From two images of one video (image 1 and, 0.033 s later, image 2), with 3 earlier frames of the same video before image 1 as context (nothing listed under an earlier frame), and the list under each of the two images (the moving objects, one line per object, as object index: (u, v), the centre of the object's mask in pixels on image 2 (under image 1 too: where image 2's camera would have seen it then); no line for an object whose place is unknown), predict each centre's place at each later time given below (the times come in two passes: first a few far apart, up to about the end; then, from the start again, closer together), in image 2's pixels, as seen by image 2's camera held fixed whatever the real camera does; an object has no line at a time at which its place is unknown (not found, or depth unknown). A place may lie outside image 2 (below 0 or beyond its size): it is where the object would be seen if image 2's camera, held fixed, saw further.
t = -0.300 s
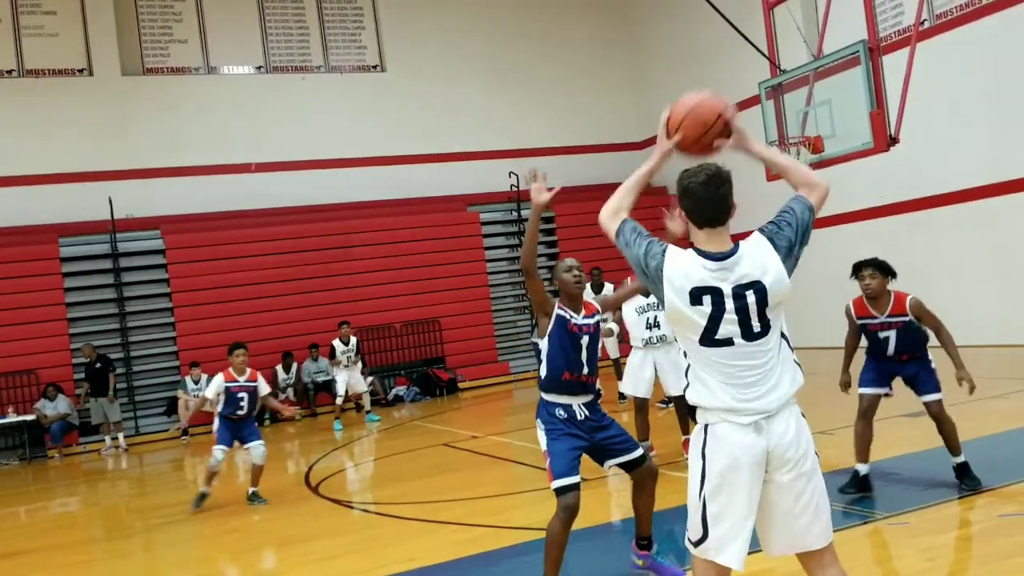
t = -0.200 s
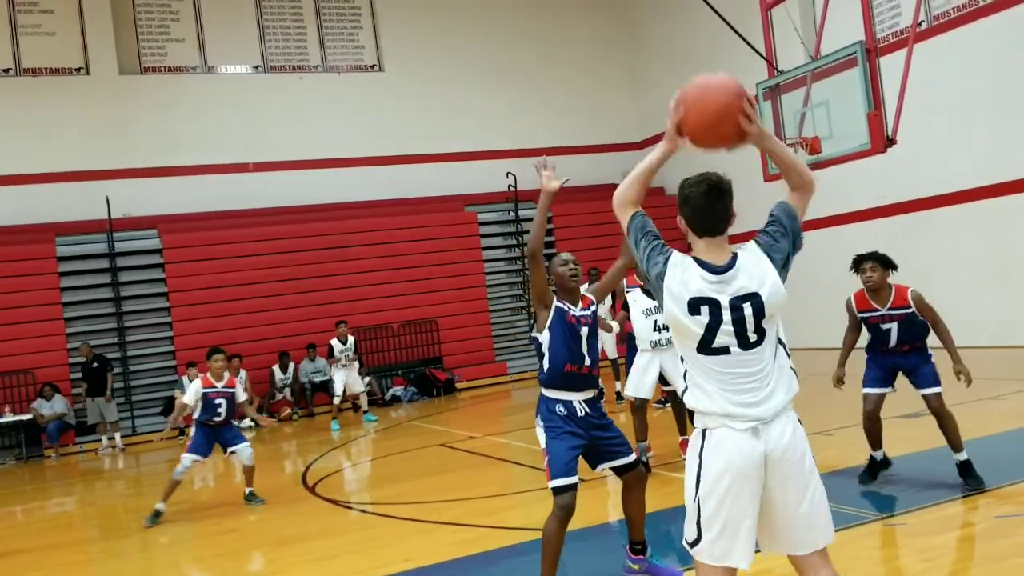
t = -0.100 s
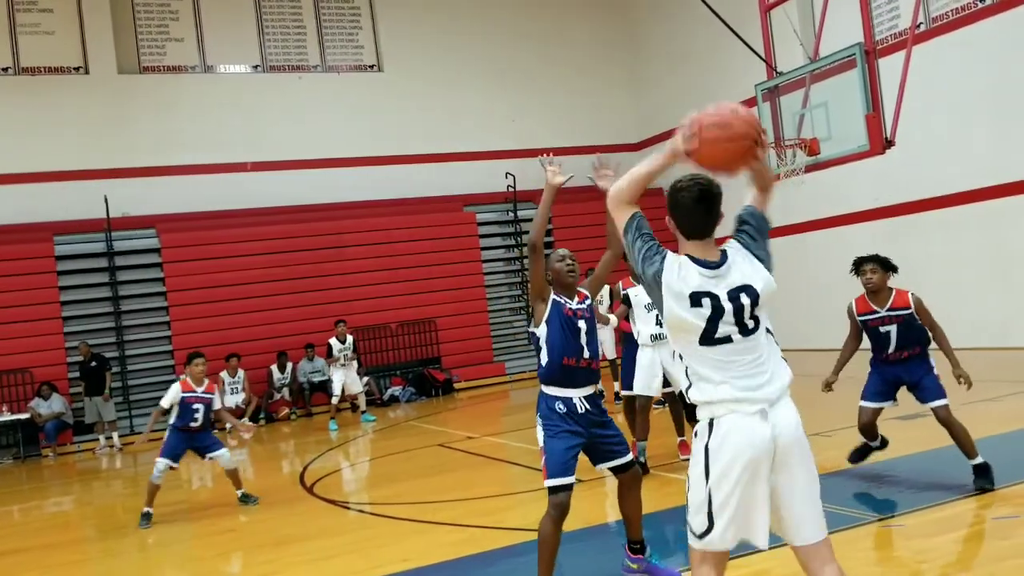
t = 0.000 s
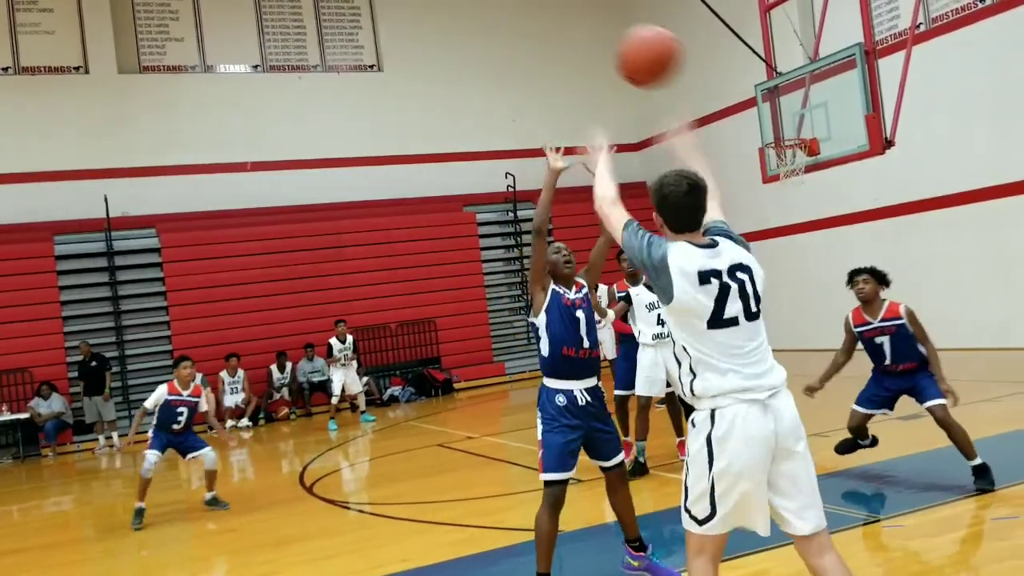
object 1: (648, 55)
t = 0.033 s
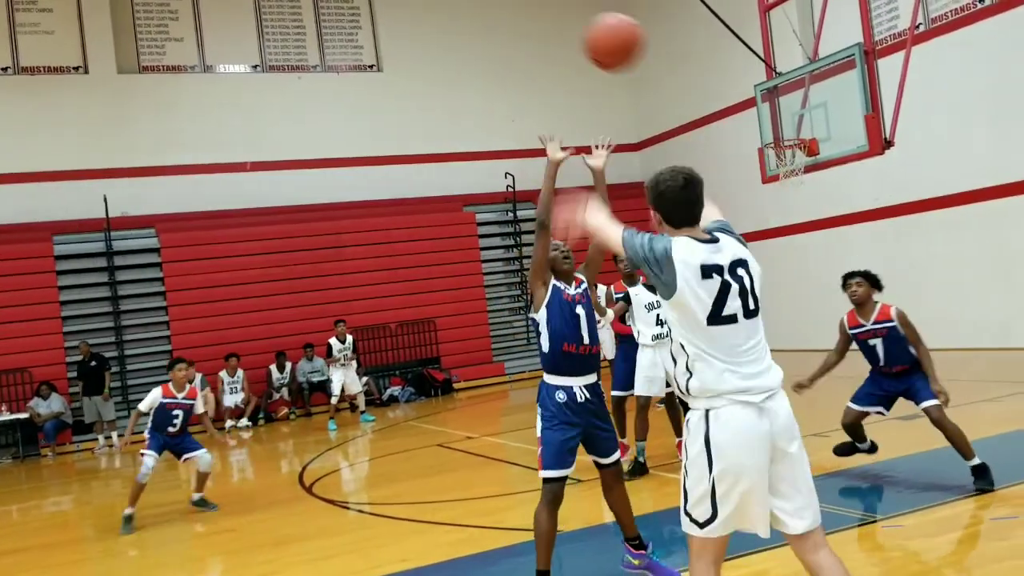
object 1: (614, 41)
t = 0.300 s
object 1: (463, 29)
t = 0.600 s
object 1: (403, 107)
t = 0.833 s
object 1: (385, 191)
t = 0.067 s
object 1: (584, 31)
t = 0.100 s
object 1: (559, 24)
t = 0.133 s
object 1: (537, 20)
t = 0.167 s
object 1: (517, 19)
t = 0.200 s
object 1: (500, 19)
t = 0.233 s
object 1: (487, 20)
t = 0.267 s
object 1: (474, 24)
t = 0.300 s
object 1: (463, 29)
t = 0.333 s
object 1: (453, 35)
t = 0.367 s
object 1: (445, 42)
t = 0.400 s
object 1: (437, 49)
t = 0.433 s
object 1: (430, 57)
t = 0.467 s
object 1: (424, 66)
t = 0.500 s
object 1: (417, 77)
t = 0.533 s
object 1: (412, 86)
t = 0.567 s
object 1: (407, 96)
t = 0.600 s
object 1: (403, 107)
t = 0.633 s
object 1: (400, 118)
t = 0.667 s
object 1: (396, 129)
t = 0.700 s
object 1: (394, 141)
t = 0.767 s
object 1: (389, 165)
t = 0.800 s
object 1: (387, 178)
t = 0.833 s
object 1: (385, 191)
